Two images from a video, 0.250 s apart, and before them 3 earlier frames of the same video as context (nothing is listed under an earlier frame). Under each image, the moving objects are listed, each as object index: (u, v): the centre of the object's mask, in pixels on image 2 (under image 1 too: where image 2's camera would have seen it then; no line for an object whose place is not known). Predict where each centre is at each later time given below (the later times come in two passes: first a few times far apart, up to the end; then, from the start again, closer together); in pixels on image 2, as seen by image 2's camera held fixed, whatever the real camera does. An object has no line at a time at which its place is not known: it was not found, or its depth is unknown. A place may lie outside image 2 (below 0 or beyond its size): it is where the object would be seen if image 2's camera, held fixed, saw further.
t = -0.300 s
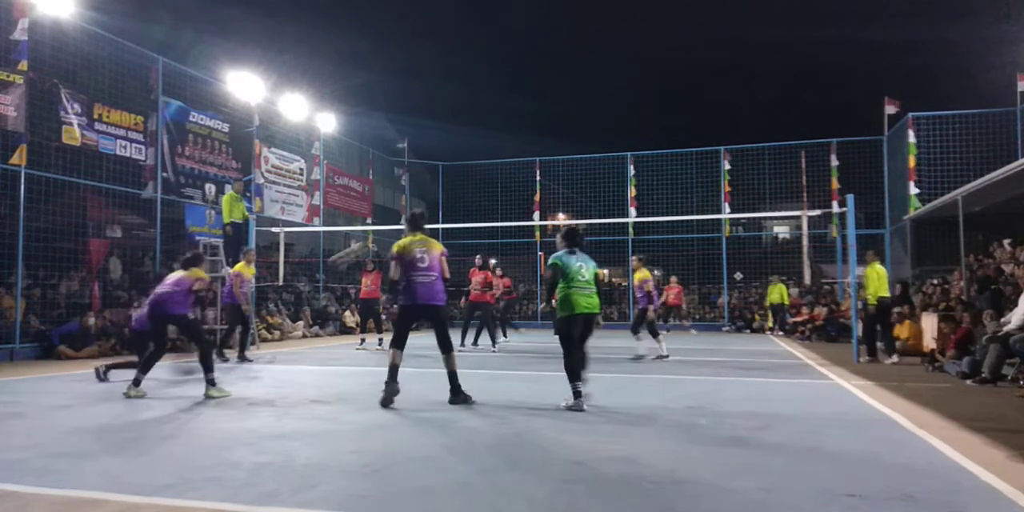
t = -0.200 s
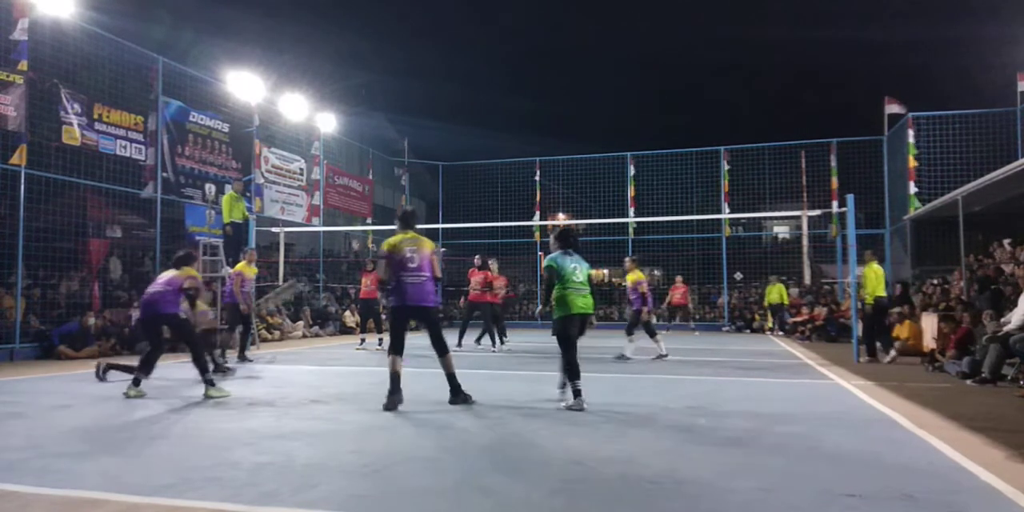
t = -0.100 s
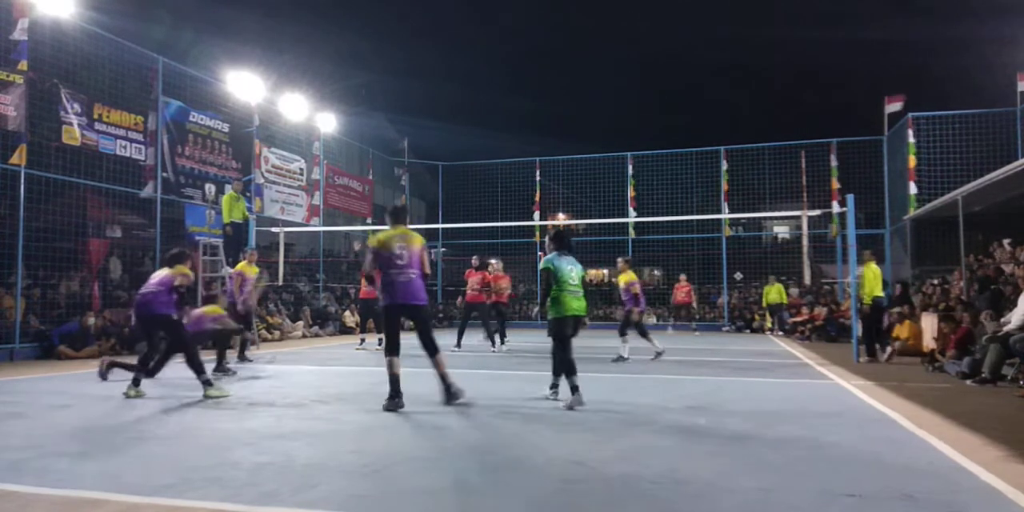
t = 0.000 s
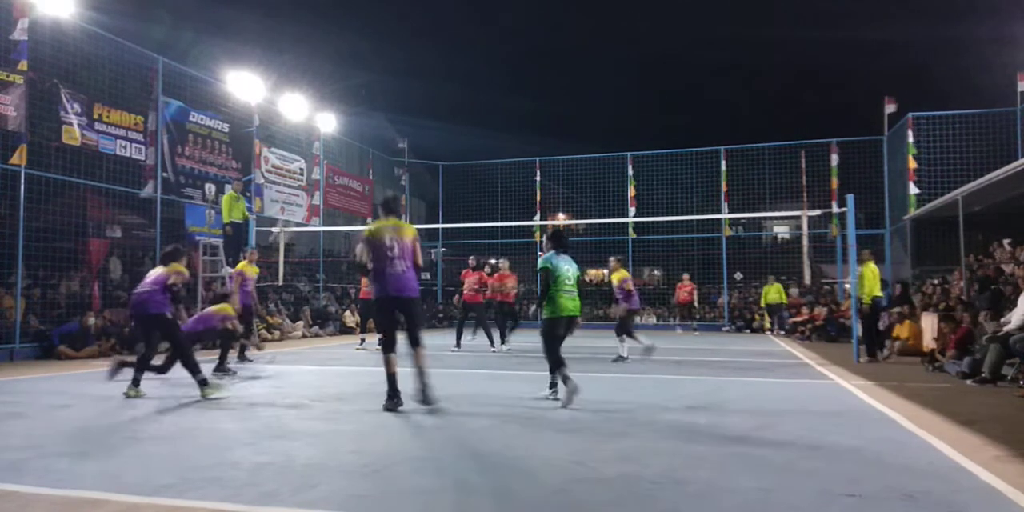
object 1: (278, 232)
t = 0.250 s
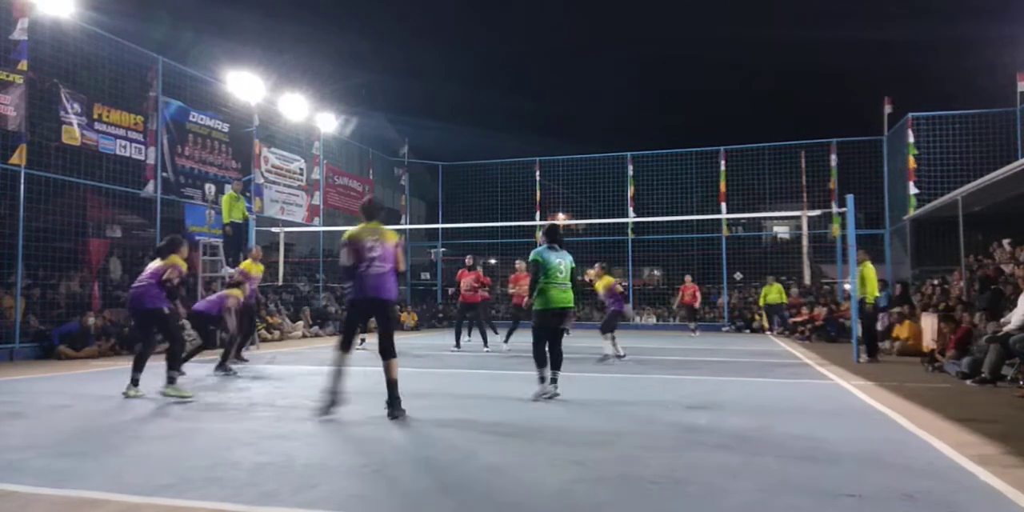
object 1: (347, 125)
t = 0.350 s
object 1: (366, 98)
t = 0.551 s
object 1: (406, 63)
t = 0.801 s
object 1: (454, 56)
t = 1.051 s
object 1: (500, 91)
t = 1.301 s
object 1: (545, 165)
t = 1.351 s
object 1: (554, 184)
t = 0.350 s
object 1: (366, 98)
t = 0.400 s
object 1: (376, 87)
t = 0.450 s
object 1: (387, 77)
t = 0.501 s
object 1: (397, 69)
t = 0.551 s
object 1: (406, 63)
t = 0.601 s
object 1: (417, 58)
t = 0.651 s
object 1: (426, 55)
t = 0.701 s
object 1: (436, 54)
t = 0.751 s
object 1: (445, 54)
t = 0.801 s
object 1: (454, 56)
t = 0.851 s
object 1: (464, 59)
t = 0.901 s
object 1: (472, 65)
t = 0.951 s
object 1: (482, 72)
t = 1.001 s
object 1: (491, 80)
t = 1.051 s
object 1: (500, 91)
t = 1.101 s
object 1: (509, 101)
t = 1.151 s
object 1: (518, 115)
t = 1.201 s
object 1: (527, 130)
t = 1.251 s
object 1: (535, 145)
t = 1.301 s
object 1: (545, 165)
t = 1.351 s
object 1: (554, 184)
